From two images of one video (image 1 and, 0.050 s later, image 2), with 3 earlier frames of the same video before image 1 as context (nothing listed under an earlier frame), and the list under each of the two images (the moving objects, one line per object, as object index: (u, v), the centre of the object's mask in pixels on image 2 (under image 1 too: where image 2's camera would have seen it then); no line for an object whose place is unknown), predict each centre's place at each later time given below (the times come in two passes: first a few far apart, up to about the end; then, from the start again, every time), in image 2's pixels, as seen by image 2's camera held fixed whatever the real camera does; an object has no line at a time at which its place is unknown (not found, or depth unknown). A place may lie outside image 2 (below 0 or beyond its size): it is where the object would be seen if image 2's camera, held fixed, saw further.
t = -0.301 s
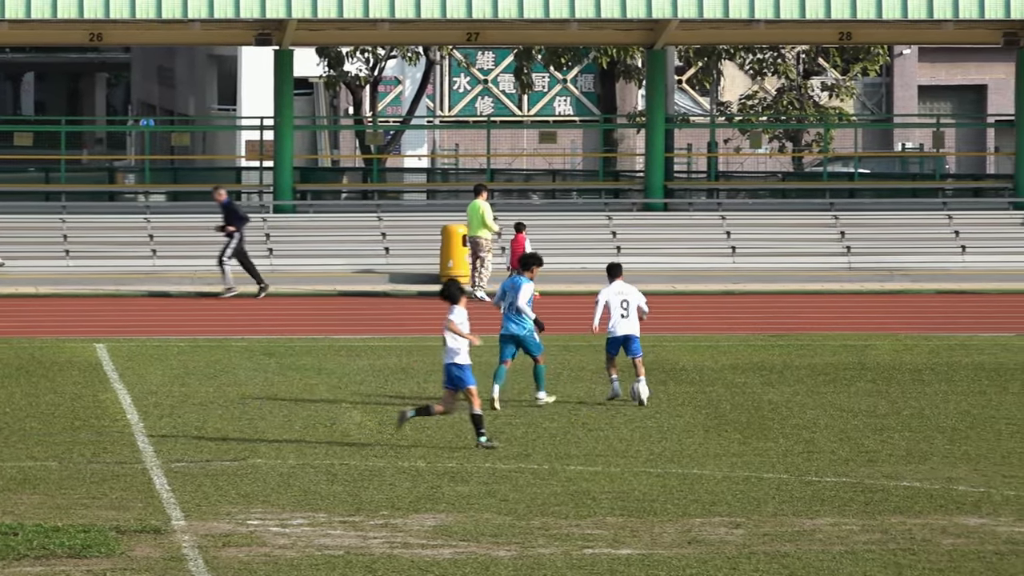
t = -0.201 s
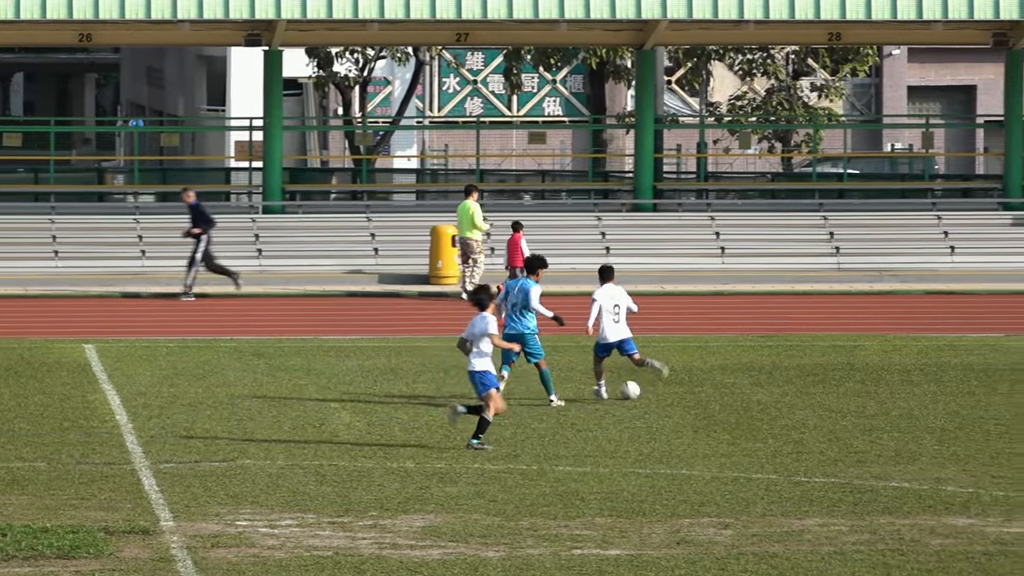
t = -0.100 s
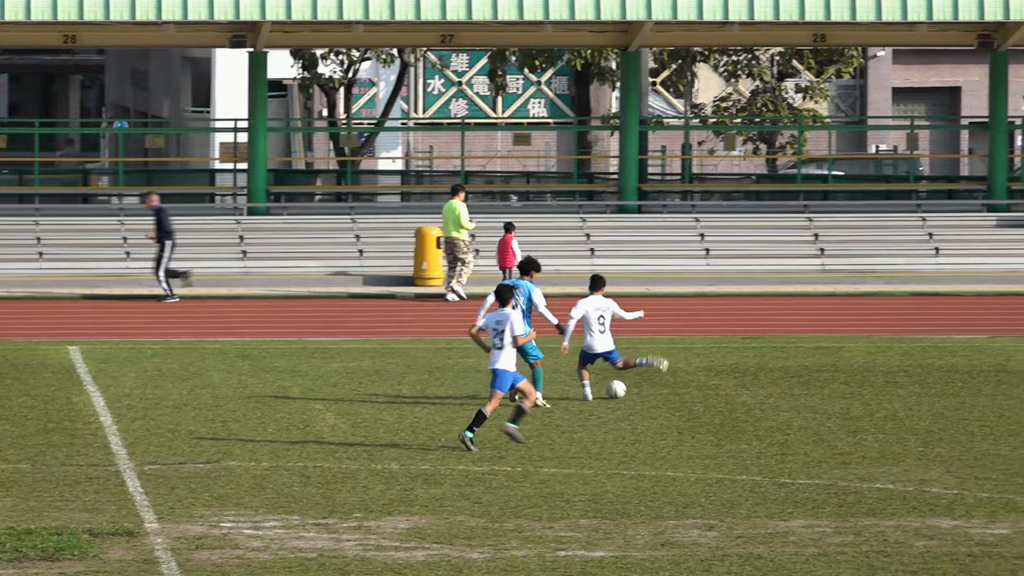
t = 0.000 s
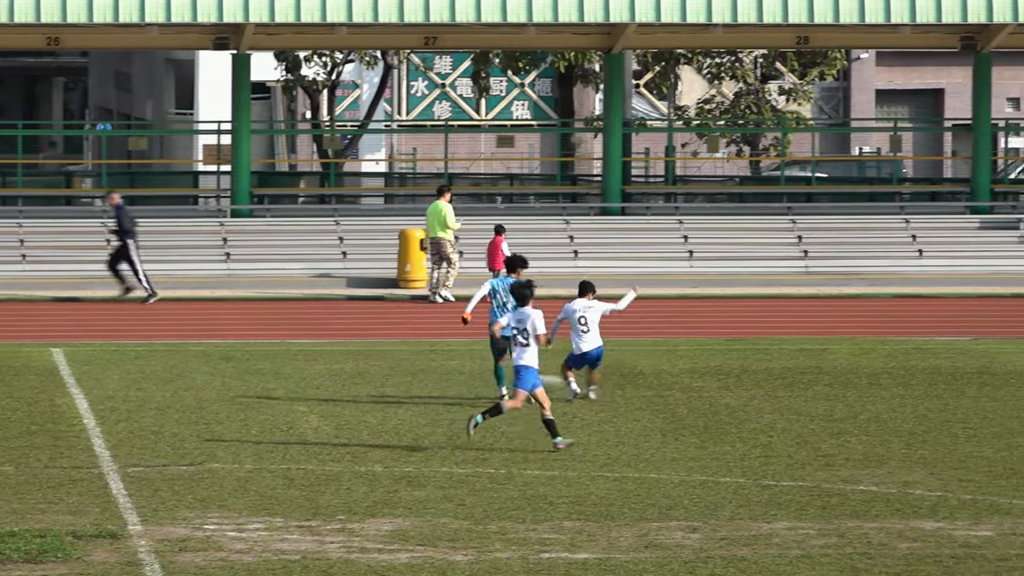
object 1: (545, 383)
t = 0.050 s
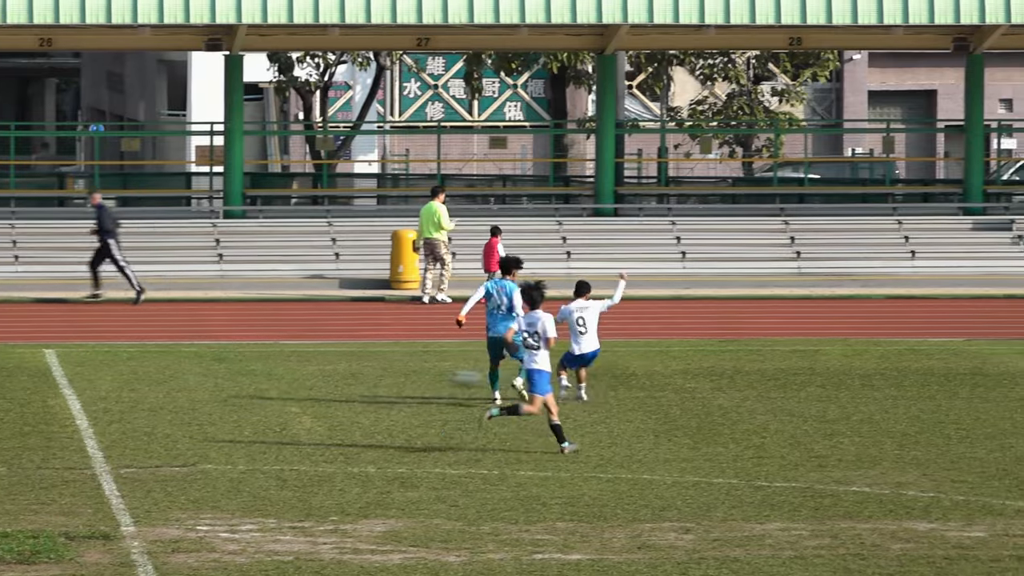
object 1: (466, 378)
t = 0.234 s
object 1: (215, 371)
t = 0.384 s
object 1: (18, 383)
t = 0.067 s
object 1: (443, 375)
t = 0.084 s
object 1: (420, 374)
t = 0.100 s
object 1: (398, 374)
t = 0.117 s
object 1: (374, 373)
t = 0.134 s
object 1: (352, 372)
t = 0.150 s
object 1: (330, 372)
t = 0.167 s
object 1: (307, 372)
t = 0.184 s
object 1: (281, 371)
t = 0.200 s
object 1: (259, 370)
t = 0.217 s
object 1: (237, 371)
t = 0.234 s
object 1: (215, 371)
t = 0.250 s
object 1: (193, 372)
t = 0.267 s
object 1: (171, 373)
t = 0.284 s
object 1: (149, 374)
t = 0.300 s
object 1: (127, 375)
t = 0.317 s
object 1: (105, 377)
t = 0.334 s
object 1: (83, 379)
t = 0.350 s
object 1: (60, 382)
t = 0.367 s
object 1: (39, 384)
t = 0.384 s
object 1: (18, 383)
